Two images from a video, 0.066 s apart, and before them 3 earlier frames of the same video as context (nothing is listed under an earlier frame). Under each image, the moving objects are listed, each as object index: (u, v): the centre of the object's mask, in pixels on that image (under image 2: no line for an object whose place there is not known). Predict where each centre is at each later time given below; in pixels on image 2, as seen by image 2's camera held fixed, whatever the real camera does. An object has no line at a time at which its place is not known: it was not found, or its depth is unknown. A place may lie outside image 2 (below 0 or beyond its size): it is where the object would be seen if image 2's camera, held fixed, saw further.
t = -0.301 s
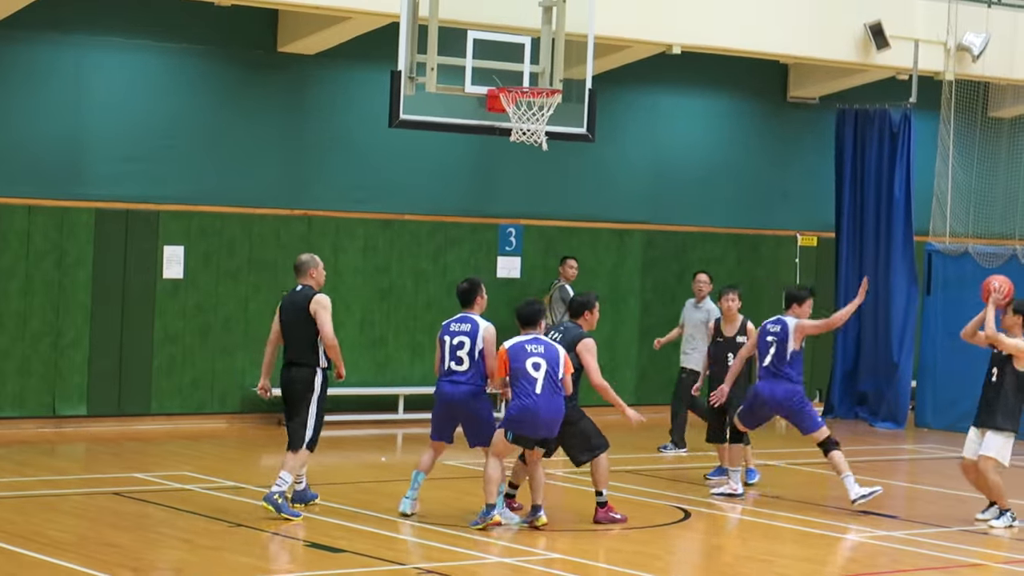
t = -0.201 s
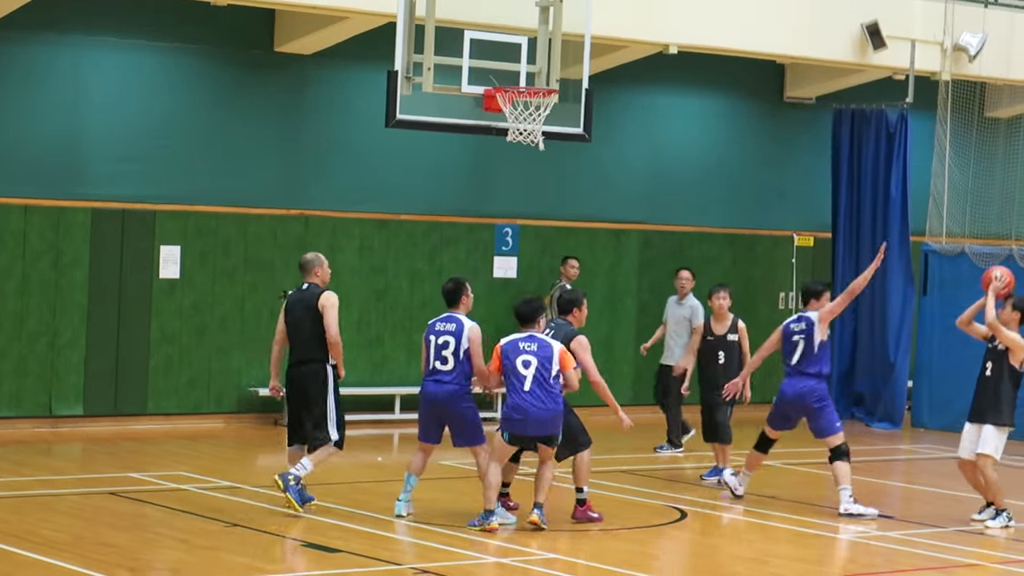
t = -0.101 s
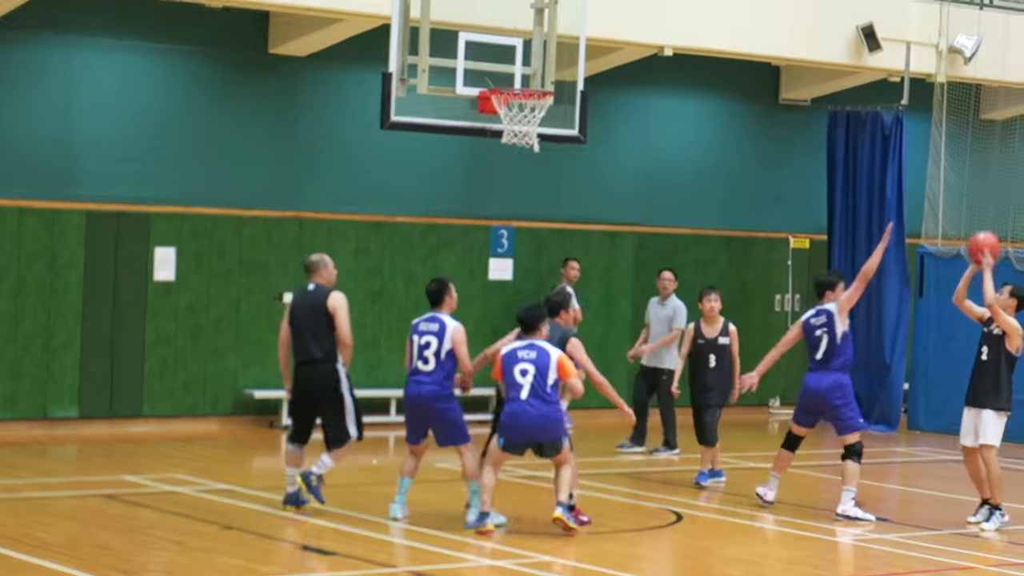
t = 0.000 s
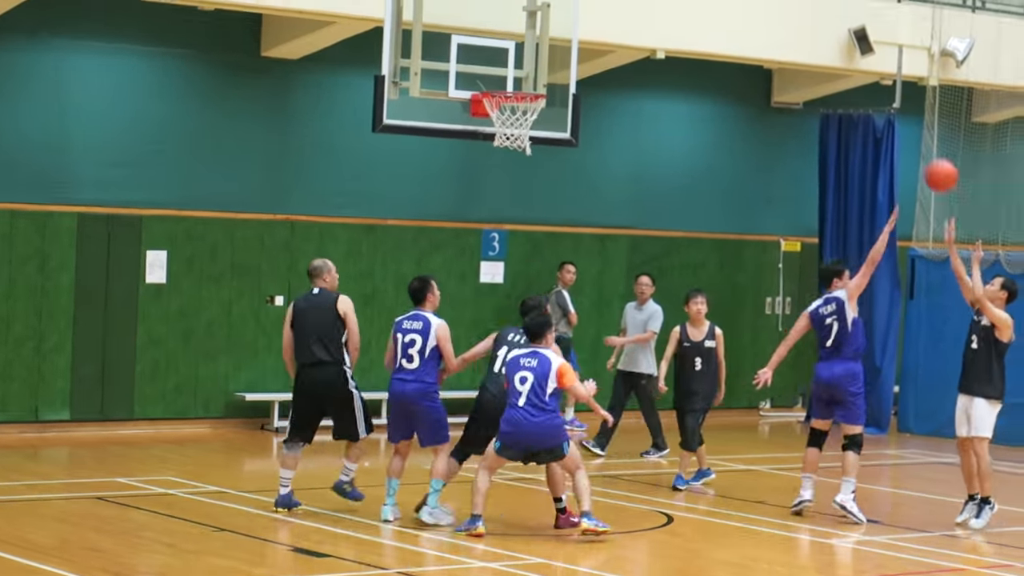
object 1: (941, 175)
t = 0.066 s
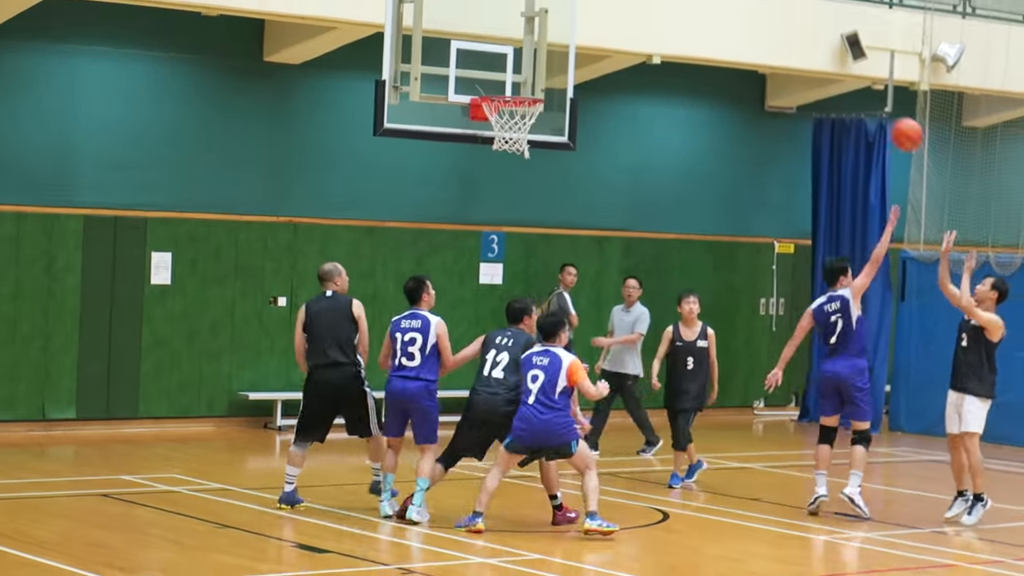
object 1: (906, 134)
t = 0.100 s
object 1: (893, 114)
